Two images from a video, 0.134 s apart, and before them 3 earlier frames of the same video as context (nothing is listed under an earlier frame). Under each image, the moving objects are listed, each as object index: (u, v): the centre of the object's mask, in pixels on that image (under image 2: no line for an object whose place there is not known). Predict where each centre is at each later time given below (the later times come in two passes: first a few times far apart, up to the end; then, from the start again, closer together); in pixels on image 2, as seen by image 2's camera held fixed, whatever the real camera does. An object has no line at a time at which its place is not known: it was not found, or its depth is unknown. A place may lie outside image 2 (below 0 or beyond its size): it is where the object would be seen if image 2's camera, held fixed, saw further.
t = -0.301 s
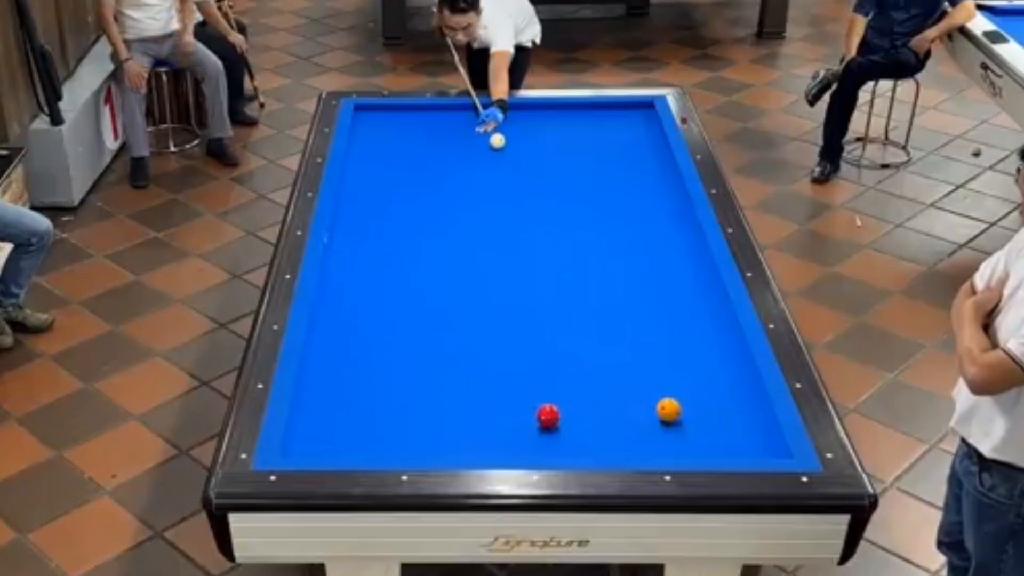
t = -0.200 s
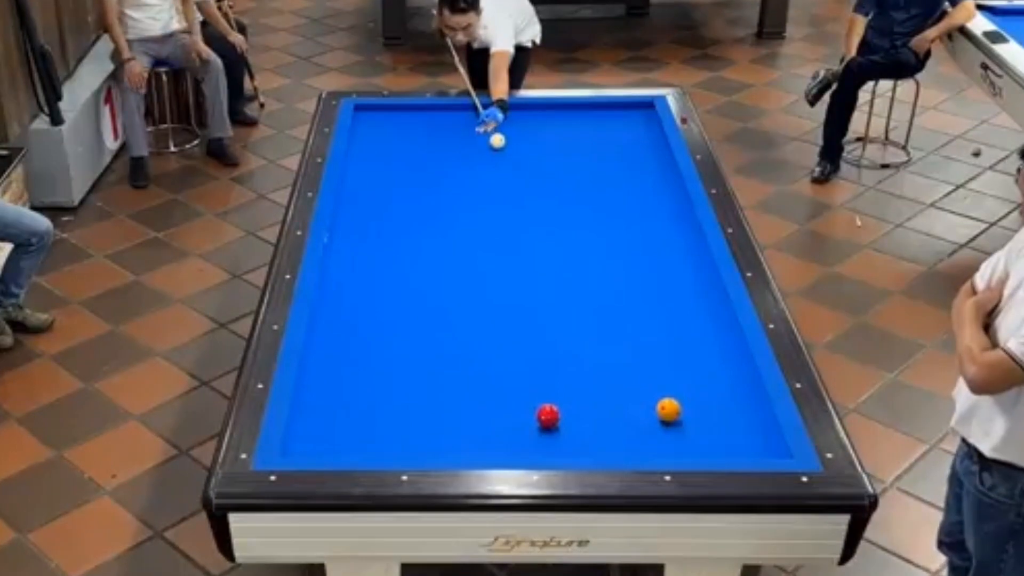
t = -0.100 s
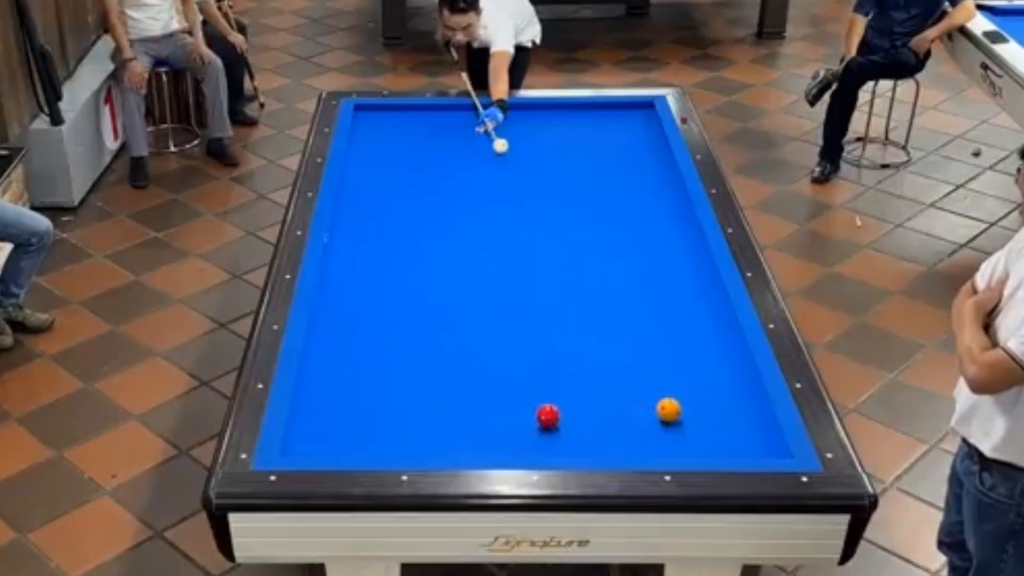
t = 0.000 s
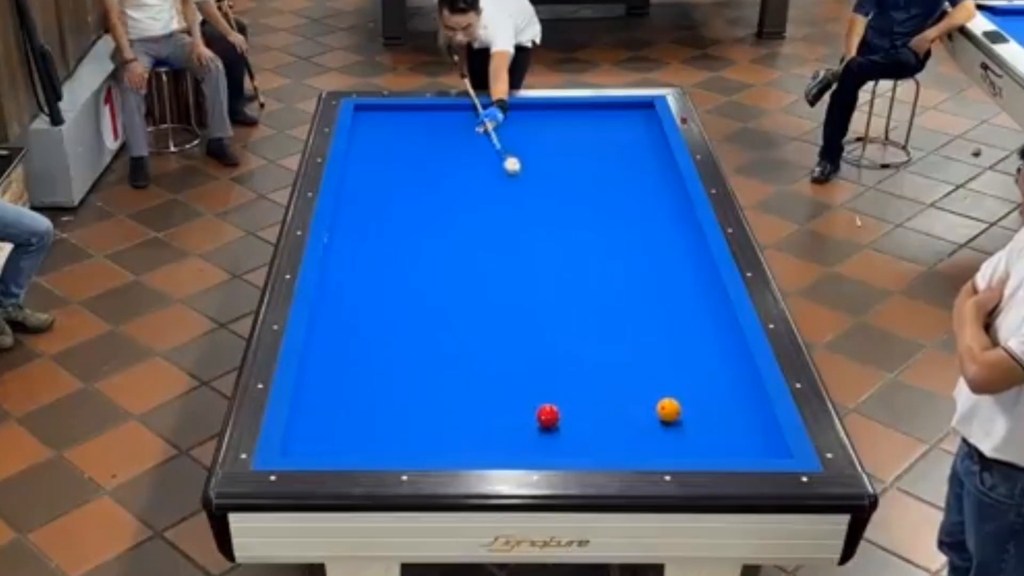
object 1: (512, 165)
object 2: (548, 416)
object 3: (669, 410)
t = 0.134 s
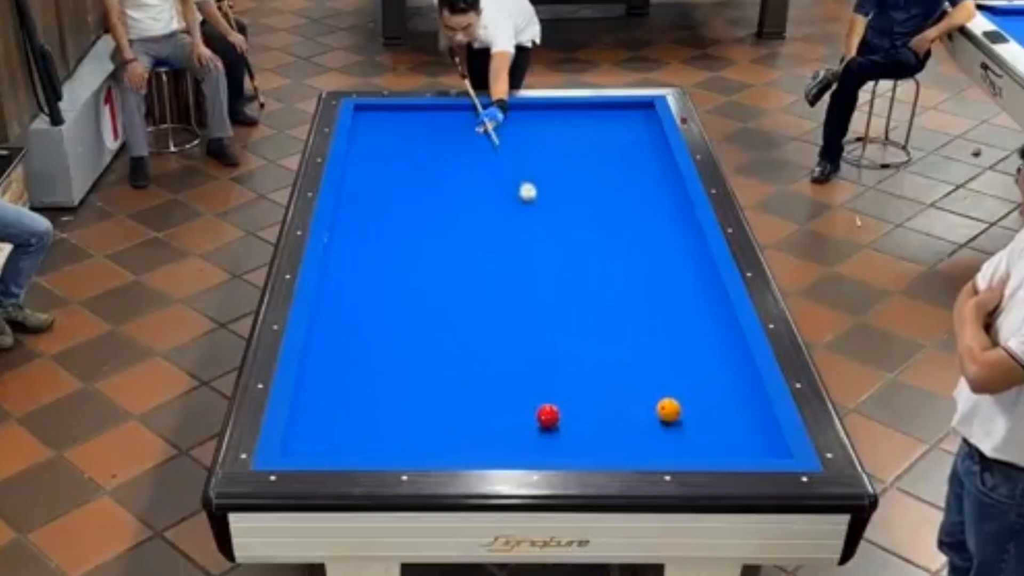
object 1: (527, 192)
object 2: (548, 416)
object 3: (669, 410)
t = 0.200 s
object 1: (536, 207)
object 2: (548, 416)
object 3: (669, 410)
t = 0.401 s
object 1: (563, 254)
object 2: (548, 417)
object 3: (669, 410)
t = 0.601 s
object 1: (596, 310)
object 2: (548, 416)
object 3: (669, 410)
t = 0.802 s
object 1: (636, 375)
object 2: (548, 416)
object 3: (668, 410)
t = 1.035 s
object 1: (619, 425)
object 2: (548, 416)
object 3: (740, 448)
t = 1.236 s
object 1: (586, 445)
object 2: (548, 416)
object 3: (767, 431)
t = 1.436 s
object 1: (547, 430)
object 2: (544, 409)
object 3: (740, 409)
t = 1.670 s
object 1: (512, 427)
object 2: (533, 394)
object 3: (711, 386)
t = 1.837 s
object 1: (487, 424)
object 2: (526, 382)
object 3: (694, 371)
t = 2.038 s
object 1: (459, 421)
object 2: (518, 369)
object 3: (671, 353)
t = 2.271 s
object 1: (428, 418)
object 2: (509, 355)
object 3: (648, 334)
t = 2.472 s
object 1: (402, 415)
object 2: (502, 344)
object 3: (629, 319)
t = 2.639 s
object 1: (380, 413)
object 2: (497, 335)
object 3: (614, 308)
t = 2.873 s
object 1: (352, 410)
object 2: (489, 323)
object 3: (595, 292)
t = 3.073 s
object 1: (329, 408)
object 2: (483, 315)
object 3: (580, 280)
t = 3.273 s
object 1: (306, 405)
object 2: (478, 306)
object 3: (565, 267)
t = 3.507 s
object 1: (313, 400)
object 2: (472, 296)
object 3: (549, 255)
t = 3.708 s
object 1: (325, 395)
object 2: (467, 288)
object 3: (536, 245)
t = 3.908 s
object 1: (336, 391)
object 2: (463, 281)
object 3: (524, 235)
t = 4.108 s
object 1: (347, 387)
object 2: (459, 274)
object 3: (512, 225)
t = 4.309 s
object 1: (357, 383)
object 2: (454, 267)
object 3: (501, 217)
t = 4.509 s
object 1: (366, 379)
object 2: (450, 261)
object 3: (490, 208)
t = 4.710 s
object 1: (374, 376)
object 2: (447, 256)
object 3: (481, 200)
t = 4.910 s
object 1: (383, 373)
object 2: (443, 250)
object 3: (471, 193)
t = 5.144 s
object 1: (391, 369)
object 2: (439, 245)
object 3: (460, 184)
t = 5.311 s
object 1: (396, 367)
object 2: (437, 241)
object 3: (453, 179)
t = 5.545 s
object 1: (403, 365)
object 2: (434, 235)
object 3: (444, 171)
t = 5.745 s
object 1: (409, 362)
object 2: (431, 230)
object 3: (436, 165)
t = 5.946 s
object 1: (413, 361)
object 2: (428, 227)
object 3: (429, 160)
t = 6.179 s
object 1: (418, 359)
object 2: (426, 223)
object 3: (421, 153)
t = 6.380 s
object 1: (421, 357)
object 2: (423, 219)
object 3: (414, 148)
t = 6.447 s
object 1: (422, 357)
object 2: (423, 218)
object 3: (412, 146)
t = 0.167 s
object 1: (532, 199)
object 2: (548, 417)
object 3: (669, 410)
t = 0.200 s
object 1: (536, 207)
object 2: (548, 416)
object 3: (669, 410)
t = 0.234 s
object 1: (540, 214)
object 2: (548, 416)
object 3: (669, 410)
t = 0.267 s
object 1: (545, 222)
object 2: (548, 417)
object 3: (669, 410)
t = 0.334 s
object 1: (554, 237)
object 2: (548, 417)
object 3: (668, 410)
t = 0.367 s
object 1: (558, 246)
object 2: (548, 417)
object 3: (669, 410)
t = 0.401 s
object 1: (563, 254)
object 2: (548, 417)
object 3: (669, 410)
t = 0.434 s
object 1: (569, 263)
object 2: (548, 417)
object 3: (669, 410)
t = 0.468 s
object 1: (574, 272)
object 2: (548, 416)
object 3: (668, 410)
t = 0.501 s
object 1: (579, 281)
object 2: (548, 416)
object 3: (669, 410)
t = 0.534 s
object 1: (585, 290)
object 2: (548, 416)
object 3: (669, 410)
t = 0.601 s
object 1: (596, 310)
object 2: (548, 416)
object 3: (669, 410)
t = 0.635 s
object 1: (603, 320)
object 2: (548, 416)
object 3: (669, 410)
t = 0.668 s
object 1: (609, 330)
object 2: (548, 416)
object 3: (669, 410)
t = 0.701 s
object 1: (615, 341)
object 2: (548, 416)
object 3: (669, 410)
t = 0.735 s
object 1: (622, 352)
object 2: (548, 416)
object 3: (669, 410)
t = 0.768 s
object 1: (629, 364)
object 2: (548, 416)
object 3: (669, 410)
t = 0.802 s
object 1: (636, 375)
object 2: (548, 416)
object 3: (668, 410)
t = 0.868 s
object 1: (649, 399)
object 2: (548, 416)
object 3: (669, 410)
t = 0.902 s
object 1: (643, 404)
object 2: (548, 416)
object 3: (683, 418)
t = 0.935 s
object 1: (637, 409)
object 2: (548, 416)
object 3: (699, 427)
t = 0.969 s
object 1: (630, 414)
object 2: (548, 416)
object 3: (712, 435)
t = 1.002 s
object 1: (625, 419)
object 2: (548, 416)
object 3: (727, 442)
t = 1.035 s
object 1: (619, 425)
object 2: (548, 416)
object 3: (740, 448)
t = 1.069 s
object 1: (615, 431)
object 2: (548, 416)
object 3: (751, 450)
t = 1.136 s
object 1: (606, 443)
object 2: (548, 416)
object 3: (760, 443)
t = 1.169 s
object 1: (602, 449)
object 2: (548, 416)
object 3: (764, 438)
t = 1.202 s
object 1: (594, 449)
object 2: (548, 416)
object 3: (769, 435)
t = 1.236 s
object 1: (586, 445)
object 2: (548, 416)
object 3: (767, 431)
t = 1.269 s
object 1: (579, 442)
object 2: (548, 417)
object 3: (762, 427)
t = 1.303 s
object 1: (571, 438)
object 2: (548, 417)
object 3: (757, 423)
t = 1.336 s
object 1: (564, 434)
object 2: (548, 416)
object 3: (753, 420)
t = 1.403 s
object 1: (552, 430)
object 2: (546, 411)
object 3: (744, 413)
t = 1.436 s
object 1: (547, 430)
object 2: (544, 409)
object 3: (740, 409)
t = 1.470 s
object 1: (542, 429)
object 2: (542, 407)
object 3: (736, 406)
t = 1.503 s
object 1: (537, 429)
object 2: (541, 405)
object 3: (732, 402)
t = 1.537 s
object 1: (532, 428)
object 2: (539, 403)
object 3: (727, 399)
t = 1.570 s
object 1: (527, 428)
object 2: (538, 399)
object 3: (723, 396)
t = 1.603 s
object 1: (522, 428)
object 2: (536, 398)
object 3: (719, 393)
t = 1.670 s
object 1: (512, 427)
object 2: (533, 394)
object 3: (711, 386)
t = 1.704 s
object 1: (507, 426)
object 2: (532, 392)
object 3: (707, 383)
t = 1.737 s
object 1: (502, 425)
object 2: (530, 389)
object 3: (704, 380)
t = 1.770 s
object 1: (497, 424)
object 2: (529, 386)
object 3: (700, 377)
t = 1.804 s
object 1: (492, 424)
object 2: (528, 384)
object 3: (696, 374)
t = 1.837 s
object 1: (487, 424)
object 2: (526, 382)
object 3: (694, 371)
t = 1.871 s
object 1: (483, 423)
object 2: (525, 381)
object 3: (689, 368)
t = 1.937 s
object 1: (474, 422)
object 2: (522, 376)
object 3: (681, 362)
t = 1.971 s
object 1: (469, 422)
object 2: (520, 374)
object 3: (678, 359)
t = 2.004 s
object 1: (464, 422)
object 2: (519, 372)
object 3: (675, 357)
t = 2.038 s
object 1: (459, 421)
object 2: (518, 369)
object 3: (671, 353)
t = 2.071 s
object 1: (455, 420)
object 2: (517, 368)
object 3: (668, 351)
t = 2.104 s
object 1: (450, 420)
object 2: (515, 365)
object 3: (664, 348)
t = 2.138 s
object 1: (445, 420)
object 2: (514, 363)
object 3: (661, 345)
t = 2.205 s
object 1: (437, 419)
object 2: (512, 360)
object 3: (654, 340)
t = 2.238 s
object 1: (432, 418)
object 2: (510, 358)
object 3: (651, 337)
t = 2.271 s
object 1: (428, 418)
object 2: (509, 355)
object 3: (648, 334)
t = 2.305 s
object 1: (424, 417)
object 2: (507, 353)
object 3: (644, 332)
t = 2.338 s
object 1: (419, 417)
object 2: (507, 351)
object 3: (641, 329)
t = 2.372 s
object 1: (415, 417)
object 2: (505, 349)
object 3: (638, 327)
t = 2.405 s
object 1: (410, 416)
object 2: (504, 348)
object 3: (635, 324)
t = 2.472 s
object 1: (402, 415)
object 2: (502, 344)
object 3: (629, 319)
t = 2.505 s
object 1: (397, 415)
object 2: (501, 342)
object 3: (626, 317)
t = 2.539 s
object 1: (393, 415)
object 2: (500, 341)
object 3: (623, 315)
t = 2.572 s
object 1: (389, 414)
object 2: (498, 339)
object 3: (620, 312)
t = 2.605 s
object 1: (384, 414)
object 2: (498, 337)
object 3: (618, 310)
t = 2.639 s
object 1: (380, 413)
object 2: (497, 335)
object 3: (614, 308)
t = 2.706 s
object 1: (372, 412)
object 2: (495, 332)
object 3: (609, 303)
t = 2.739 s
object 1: (368, 412)
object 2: (494, 330)
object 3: (606, 300)
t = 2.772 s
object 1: (364, 411)
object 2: (492, 328)
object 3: (603, 298)
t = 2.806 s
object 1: (360, 411)
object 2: (491, 327)
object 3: (601, 297)
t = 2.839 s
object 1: (356, 411)
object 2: (490, 325)
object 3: (598, 295)
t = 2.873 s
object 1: (352, 410)
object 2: (489, 323)
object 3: (595, 292)
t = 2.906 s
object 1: (348, 410)
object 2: (488, 322)
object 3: (593, 290)
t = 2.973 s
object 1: (340, 409)
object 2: (486, 319)
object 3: (587, 286)
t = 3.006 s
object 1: (337, 409)
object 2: (485, 317)
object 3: (585, 283)
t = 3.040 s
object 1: (333, 408)
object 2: (484, 316)
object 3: (583, 282)
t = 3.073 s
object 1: (329, 408)
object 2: (483, 315)
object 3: (580, 280)
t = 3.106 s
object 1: (325, 407)
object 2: (482, 313)
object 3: (578, 278)
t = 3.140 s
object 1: (321, 407)
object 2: (482, 311)
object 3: (575, 276)
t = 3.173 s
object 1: (317, 407)
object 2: (481, 310)
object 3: (572, 273)
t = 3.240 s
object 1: (310, 406)
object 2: (479, 307)
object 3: (567, 269)
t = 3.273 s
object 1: (306, 405)
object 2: (478, 306)
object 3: (565, 267)
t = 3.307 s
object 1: (303, 404)
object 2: (477, 304)
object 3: (563, 265)
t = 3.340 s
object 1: (302, 404)
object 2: (477, 302)
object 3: (560, 264)
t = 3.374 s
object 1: (305, 403)
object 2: (476, 301)
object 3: (558, 262)
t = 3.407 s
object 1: (307, 402)
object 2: (475, 300)
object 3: (556, 260)
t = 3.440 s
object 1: (309, 401)
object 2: (474, 298)
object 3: (553, 258)
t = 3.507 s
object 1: (313, 400)
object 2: (472, 296)
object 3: (549, 255)
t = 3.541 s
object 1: (315, 399)
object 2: (471, 294)
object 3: (547, 253)
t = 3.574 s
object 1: (317, 398)
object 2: (470, 293)
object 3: (544, 251)
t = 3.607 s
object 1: (319, 397)
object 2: (470, 292)
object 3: (542, 249)
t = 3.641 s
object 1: (321, 396)
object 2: (469, 290)
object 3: (540, 248)
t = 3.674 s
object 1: (323, 396)
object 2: (468, 289)
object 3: (538, 246)
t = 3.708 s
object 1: (325, 395)
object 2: (467, 288)
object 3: (536, 245)
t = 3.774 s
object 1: (329, 394)
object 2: (466, 286)
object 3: (532, 241)
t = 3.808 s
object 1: (331, 393)
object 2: (465, 285)
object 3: (530, 240)
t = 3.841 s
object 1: (332, 392)
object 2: (465, 283)
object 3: (528, 238)
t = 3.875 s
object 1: (334, 391)
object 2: (464, 282)
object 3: (526, 236)
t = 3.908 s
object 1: (336, 391)
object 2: (463, 281)
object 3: (524, 235)
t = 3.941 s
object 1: (338, 390)
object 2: (462, 280)
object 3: (522, 233)
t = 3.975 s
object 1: (340, 389)
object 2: (461, 279)
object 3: (520, 232)
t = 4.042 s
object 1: (343, 388)
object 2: (460, 276)
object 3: (516, 229)
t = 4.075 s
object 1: (345, 387)
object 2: (459, 275)
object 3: (514, 227)
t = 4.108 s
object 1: (347, 387)
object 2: (459, 274)
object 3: (512, 225)
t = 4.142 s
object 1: (348, 386)
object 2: (458, 272)
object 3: (510, 224)
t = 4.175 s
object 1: (350, 385)
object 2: (457, 271)
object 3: (508, 222)
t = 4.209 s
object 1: (352, 384)
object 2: (456, 270)
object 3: (506, 221)
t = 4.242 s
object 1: (354, 384)
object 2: (455, 269)
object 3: (505, 219)
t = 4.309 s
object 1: (357, 383)
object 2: (454, 267)
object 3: (501, 217)
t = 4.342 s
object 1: (358, 382)
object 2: (453, 266)
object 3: (499, 215)
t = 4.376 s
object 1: (360, 381)
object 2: (453, 265)
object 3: (497, 214)
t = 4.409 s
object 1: (361, 381)
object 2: (452, 264)
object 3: (495, 212)
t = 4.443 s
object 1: (364, 380)
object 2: (451, 263)
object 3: (493, 211)
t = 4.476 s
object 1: (365, 379)
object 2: (451, 262)
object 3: (492, 210)
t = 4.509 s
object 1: (366, 379)
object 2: (450, 261)
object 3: (490, 208)
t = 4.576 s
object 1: (369, 378)
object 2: (449, 259)
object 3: (487, 205)
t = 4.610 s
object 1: (371, 377)
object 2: (448, 258)
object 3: (485, 204)
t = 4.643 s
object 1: (372, 377)
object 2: (448, 257)
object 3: (484, 203)
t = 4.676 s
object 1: (373, 376)
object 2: (447, 256)
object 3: (482, 201)
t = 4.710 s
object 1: (374, 376)
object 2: (447, 256)
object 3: (481, 200)
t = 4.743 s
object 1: (376, 375)
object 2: (446, 255)
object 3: (479, 199)
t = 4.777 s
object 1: (377, 374)
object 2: (445, 254)
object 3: (477, 198)
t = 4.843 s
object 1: (380, 374)
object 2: (444, 252)
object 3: (474, 195)
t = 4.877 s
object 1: (381, 373)
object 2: (443, 252)
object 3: (472, 194)
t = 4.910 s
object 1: (383, 373)
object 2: (443, 250)
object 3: (471, 193)
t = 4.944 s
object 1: (384, 372)
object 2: (442, 250)
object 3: (469, 191)
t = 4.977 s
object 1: (385, 372)
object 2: (442, 249)
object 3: (468, 190)
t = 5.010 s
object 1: (386, 371)
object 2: (441, 249)
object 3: (466, 190)
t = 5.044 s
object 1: (387, 371)
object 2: (441, 247)
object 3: (465, 188)
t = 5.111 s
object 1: (389, 370)
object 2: (440, 246)
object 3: (462, 185)
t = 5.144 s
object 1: (391, 369)
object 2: (439, 245)
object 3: (460, 184)
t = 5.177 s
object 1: (392, 369)
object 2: (438, 244)
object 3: (459, 184)
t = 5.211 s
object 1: (393, 368)
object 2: (437, 243)
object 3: (458, 182)
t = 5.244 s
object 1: (394, 368)
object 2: (437, 243)
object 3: (456, 181)
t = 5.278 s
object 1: (395, 368)
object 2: (437, 241)
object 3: (455, 180)
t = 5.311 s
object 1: (396, 367)
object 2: (437, 241)
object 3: (453, 179)
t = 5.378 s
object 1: (398, 366)
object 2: (435, 239)
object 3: (451, 177)
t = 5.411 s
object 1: (399, 366)
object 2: (435, 238)
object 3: (449, 175)
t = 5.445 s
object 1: (400, 366)
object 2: (435, 237)
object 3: (448, 174)
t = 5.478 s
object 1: (401, 365)
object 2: (434, 236)
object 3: (447, 174)
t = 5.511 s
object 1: (402, 365)
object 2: (434, 235)
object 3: (445, 173)
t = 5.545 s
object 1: (403, 365)
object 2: (434, 235)
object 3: (444, 171)
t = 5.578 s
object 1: (404, 364)
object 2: (433, 234)
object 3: (443, 170)
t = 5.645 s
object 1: (406, 363)
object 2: (432, 233)
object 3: (440, 168)
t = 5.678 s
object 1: (407, 363)
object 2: (432, 232)
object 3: (439, 167)
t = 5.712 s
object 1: (408, 363)
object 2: (432, 231)
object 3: (437, 166)
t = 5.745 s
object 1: (409, 362)
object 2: (431, 230)
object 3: (436, 165)
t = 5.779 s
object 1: (409, 362)
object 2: (431, 230)
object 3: (435, 164)
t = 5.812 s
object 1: (410, 362)
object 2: (430, 230)
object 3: (434, 163)
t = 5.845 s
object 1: (411, 361)
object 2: (429, 230)
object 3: (432, 163)
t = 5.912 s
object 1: (412, 361)
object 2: (428, 228)
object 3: (430, 161)
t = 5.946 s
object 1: (413, 361)
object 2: (428, 227)
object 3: (429, 160)
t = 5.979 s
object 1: (414, 361)
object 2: (428, 226)
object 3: (427, 158)
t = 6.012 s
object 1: (415, 360)
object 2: (428, 225)
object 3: (426, 158)
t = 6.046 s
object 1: (415, 360)
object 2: (427, 225)
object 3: (425, 157)
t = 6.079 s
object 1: (416, 359)
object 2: (427, 224)
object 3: (424, 156)
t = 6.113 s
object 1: (416, 360)
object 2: (426, 224)
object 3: (423, 155)
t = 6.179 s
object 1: (418, 359)
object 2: (426, 223)
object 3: (421, 153)
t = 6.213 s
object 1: (418, 358)
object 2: (425, 222)
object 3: (419, 152)
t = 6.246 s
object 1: (419, 358)
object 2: (425, 222)
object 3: (419, 152)
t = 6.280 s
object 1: (419, 358)
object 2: (424, 221)
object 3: (417, 150)
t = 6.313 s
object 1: (420, 358)
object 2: (424, 220)
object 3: (416, 149)
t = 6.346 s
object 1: (420, 358)
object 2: (424, 220)
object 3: (415, 149)
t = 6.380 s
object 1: (421, 357)
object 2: (423, 219)
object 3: (414, 148)
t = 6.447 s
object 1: (422, 357)
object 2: (423, 218)
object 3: (412, 146)
